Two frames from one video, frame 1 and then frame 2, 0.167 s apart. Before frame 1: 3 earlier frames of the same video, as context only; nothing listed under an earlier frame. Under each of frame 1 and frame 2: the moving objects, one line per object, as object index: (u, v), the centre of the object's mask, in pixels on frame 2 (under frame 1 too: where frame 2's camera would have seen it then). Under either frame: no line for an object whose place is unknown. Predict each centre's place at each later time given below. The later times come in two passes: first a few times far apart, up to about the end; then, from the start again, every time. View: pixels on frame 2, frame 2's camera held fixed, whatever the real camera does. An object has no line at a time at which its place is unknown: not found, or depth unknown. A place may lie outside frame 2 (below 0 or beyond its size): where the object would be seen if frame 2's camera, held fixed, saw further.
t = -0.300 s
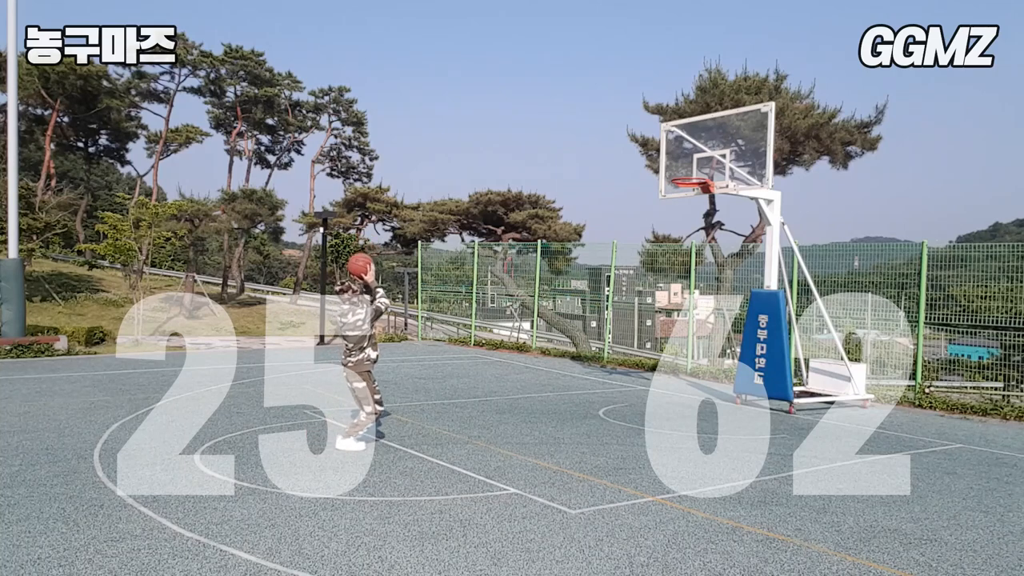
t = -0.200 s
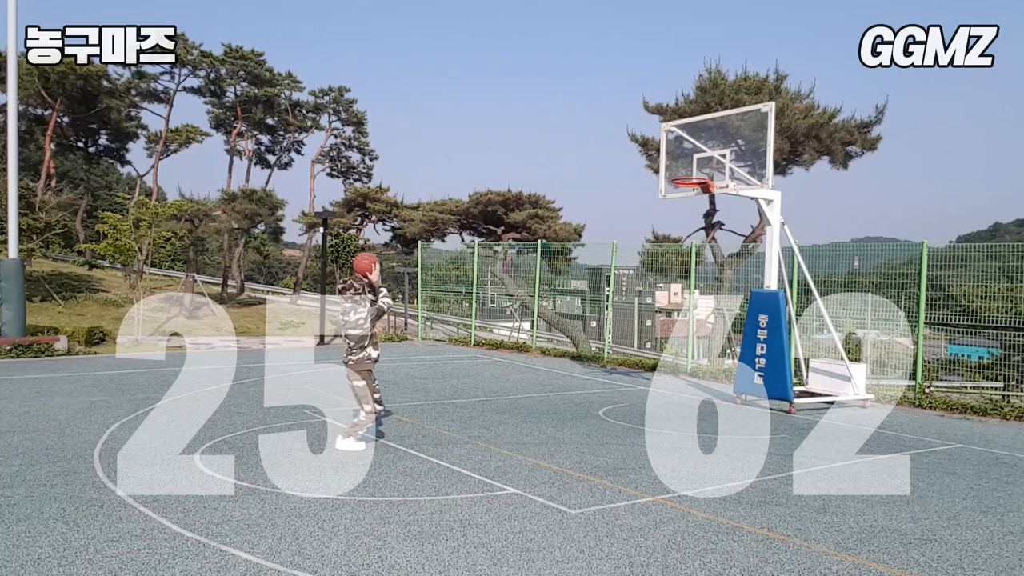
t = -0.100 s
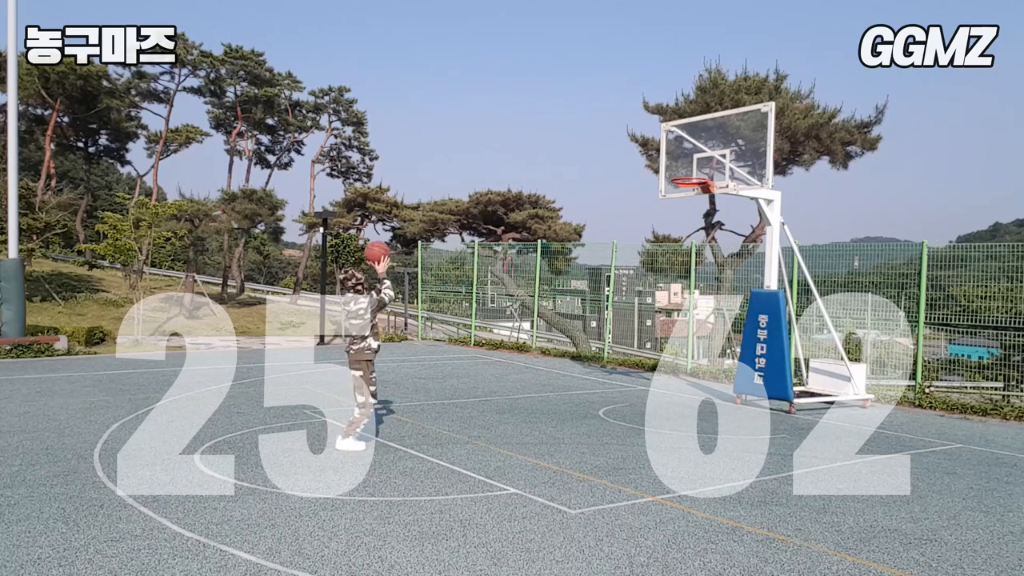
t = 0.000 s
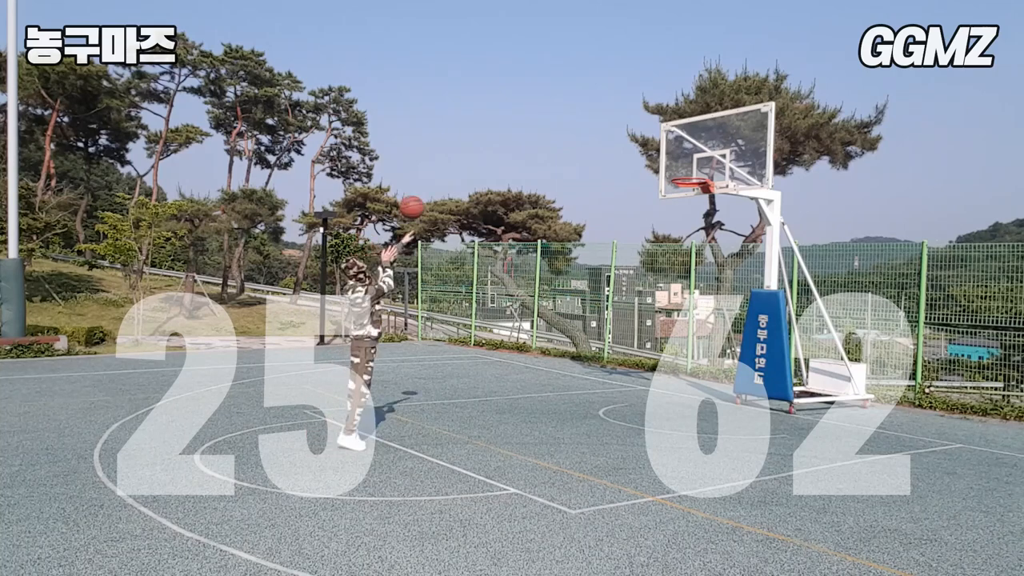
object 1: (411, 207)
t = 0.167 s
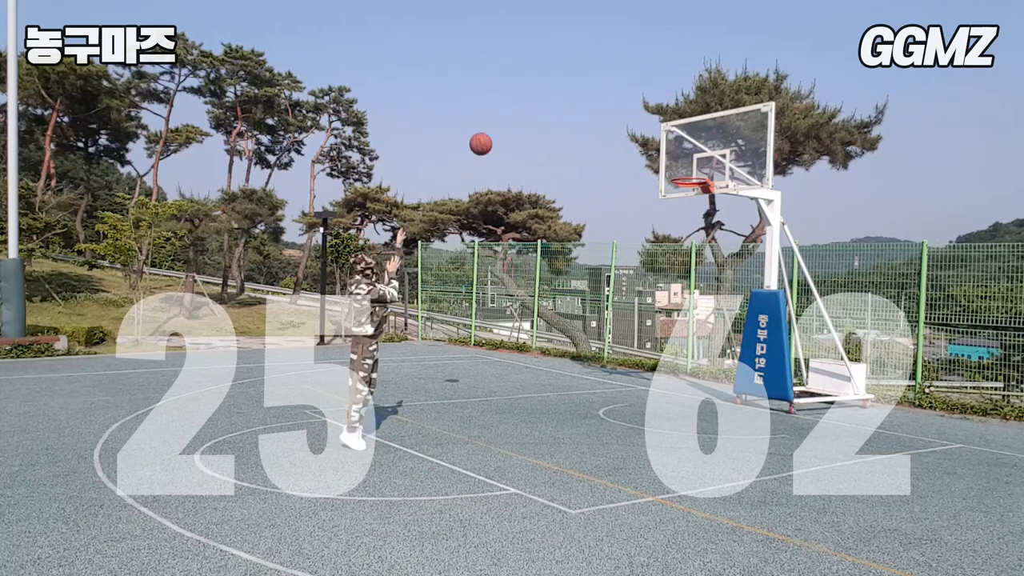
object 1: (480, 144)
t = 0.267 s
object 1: (518, 121)
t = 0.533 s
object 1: (604, 109)
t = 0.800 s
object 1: (674, 154)
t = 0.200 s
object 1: (493, 135)
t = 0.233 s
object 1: (506, 128)
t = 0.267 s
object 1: (518, 121)
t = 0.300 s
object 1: (529, 116)
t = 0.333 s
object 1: (541, 112)
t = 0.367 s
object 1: (552, 109)
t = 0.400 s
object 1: (563, 107)
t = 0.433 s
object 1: (574, 106)
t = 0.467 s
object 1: (584, 106)
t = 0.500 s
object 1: (594, 107)
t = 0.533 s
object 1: (604, 109)
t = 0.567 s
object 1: (613, 112)
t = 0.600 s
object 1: (623, 116)
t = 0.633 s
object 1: (632, 121)
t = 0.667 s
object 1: (641, 126)
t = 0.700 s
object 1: (649, 132)
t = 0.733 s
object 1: (658, 138)
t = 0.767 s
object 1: (666, 146)
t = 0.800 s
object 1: (674, 154)
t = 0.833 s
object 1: (682, 163)
